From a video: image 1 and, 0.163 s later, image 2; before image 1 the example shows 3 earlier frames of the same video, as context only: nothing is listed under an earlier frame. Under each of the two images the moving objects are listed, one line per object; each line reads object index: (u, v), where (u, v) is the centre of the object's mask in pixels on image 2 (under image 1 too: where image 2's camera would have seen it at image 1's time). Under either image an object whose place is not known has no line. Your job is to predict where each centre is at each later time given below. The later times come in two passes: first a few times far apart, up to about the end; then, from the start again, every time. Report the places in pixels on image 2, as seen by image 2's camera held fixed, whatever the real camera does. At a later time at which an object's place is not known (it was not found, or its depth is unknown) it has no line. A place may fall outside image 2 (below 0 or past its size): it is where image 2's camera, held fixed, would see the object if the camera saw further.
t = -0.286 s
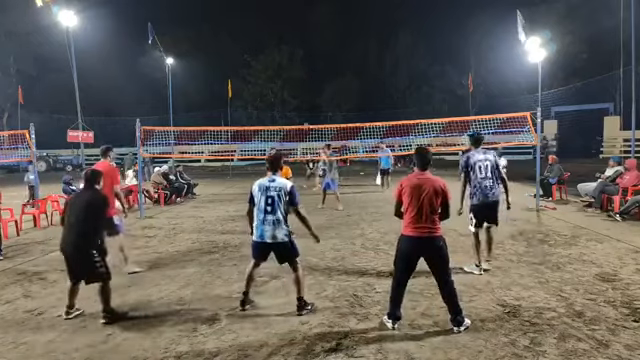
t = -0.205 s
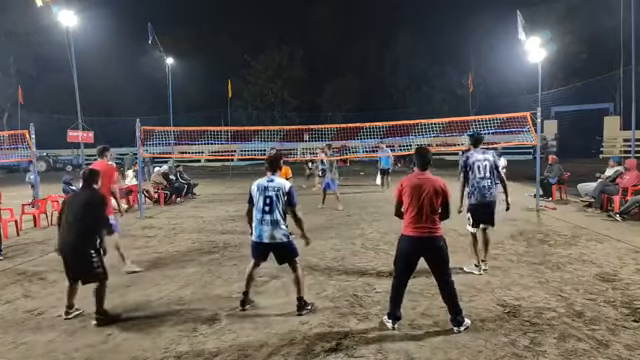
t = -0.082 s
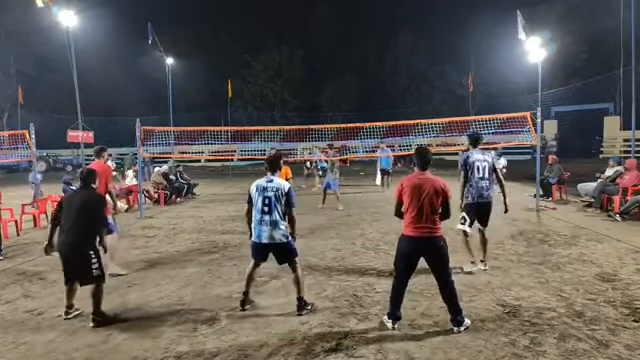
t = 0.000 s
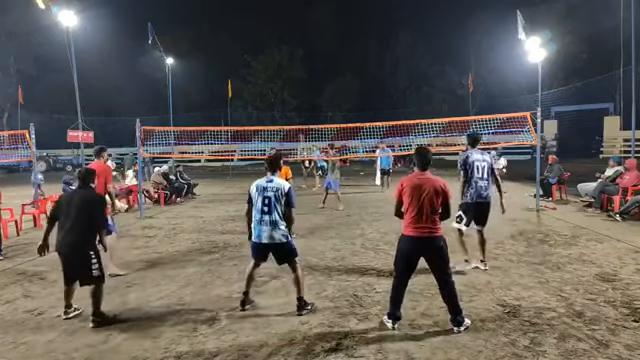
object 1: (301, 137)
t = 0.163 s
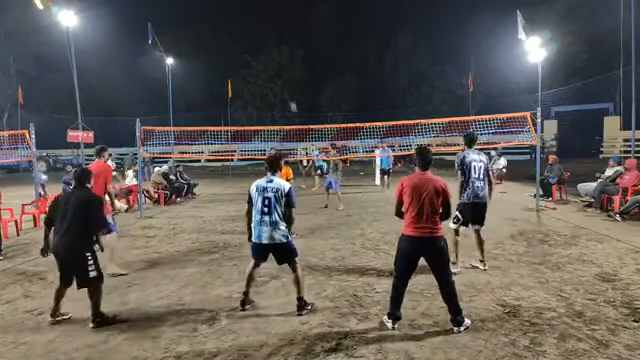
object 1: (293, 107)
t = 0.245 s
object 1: (288, 92)
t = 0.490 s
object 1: (273, 53)
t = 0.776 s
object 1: (251, 22)
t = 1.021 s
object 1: (226, 21)
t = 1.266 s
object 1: (192, 63)
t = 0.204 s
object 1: (291, 100)
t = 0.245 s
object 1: (288, 92)
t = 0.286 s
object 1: (286, 85)
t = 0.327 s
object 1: (283, 78)
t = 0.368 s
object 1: (281, 71)
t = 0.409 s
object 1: (278, 65)
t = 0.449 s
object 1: (276, 59)
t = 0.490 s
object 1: (273, 53)
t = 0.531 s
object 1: (270, 47)
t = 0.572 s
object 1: (267, 41)
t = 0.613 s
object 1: (264, 37)
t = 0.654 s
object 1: (261, 32)
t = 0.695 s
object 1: (258, 28)
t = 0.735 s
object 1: (255, 25)
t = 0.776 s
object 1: (251, 22)
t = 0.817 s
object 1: (247, 20)
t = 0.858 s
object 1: (243, 19)
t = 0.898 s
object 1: (240, 18)
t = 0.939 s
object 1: (235, 18)
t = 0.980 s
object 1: (230, 19)
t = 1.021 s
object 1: (226, 21)
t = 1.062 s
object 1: (221, 24)
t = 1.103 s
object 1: (216, 29)
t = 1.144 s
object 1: (210, 35)
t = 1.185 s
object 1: (204, 42)
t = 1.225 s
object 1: (198, 51)
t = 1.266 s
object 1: (192, 63)
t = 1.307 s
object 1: (184, 77)
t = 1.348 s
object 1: (176, 94)
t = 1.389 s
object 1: (168, 113)
